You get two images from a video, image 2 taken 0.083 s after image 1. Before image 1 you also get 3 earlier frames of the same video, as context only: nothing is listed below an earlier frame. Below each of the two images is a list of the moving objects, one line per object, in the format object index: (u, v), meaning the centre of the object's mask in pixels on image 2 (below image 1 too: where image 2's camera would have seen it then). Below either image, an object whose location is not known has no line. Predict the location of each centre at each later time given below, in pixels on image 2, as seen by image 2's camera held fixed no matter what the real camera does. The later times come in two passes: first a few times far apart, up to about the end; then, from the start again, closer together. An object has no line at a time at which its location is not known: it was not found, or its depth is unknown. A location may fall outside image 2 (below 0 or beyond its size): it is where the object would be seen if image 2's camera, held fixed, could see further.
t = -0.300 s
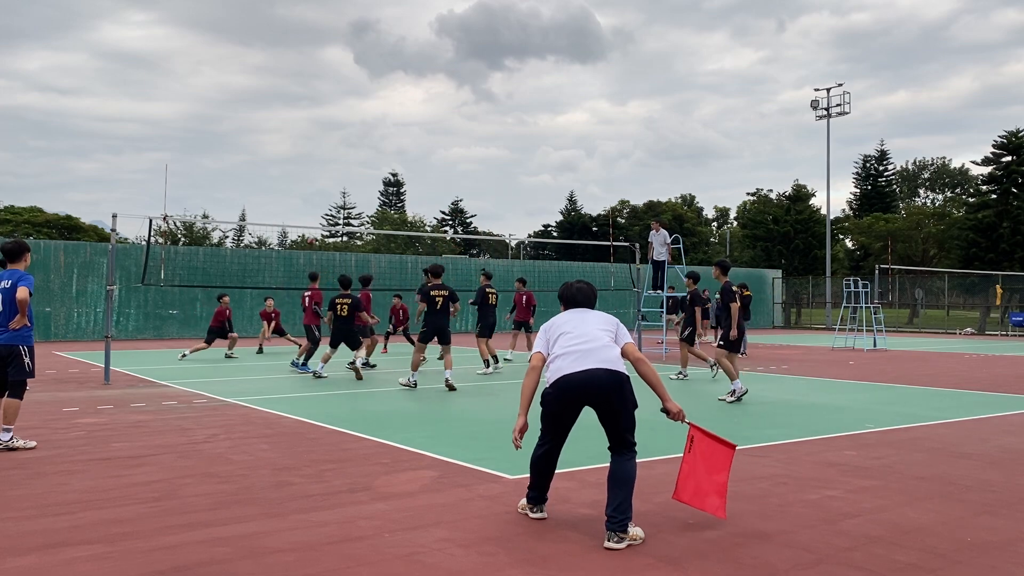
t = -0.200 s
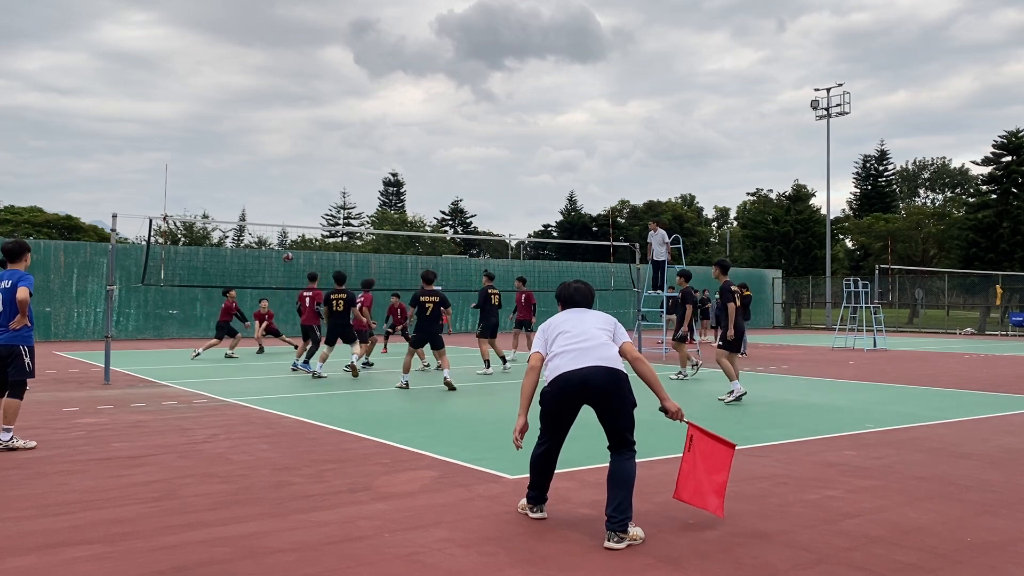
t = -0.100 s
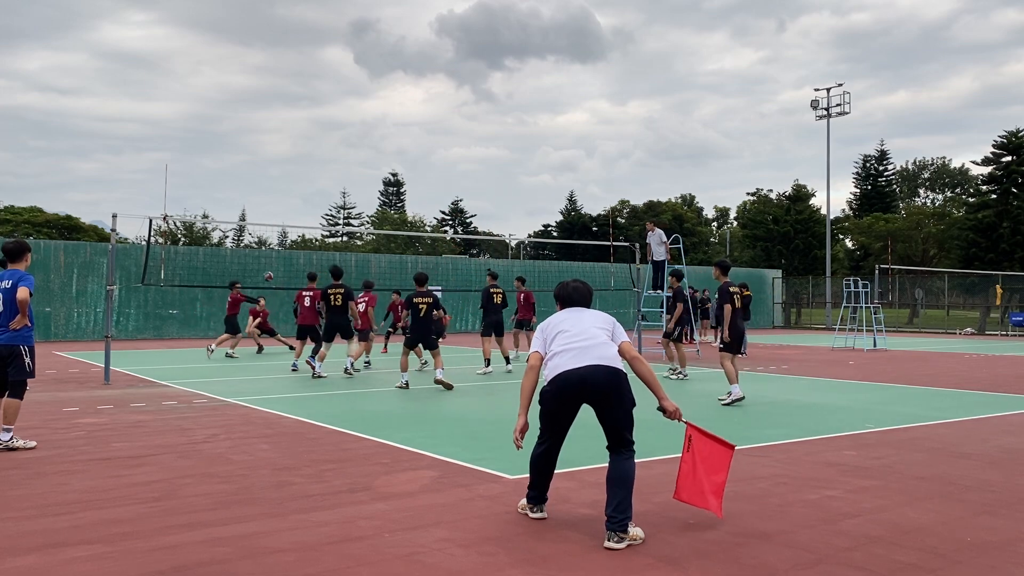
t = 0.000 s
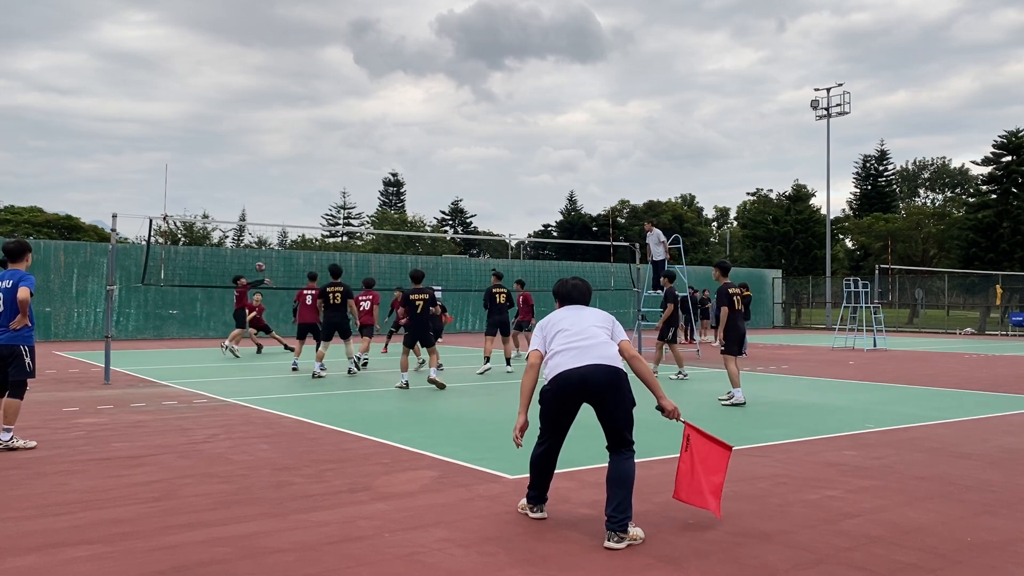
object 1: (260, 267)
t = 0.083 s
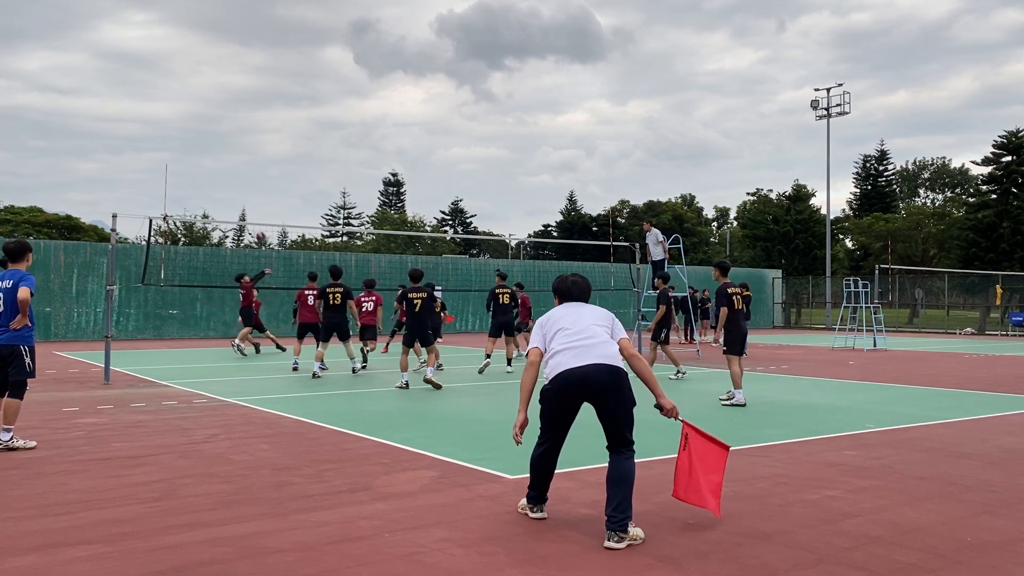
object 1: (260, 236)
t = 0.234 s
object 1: (263, 189)
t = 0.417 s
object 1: (266, 143)
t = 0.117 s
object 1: (261, 225)
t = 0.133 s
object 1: (261, 219)
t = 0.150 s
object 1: (262, 214)
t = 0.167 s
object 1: (262, 209)
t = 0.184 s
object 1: (262, 203)
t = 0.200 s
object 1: (263, 198)
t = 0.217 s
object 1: (263, 194)
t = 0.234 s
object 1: (263, 189)
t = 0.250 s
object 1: (264, 184)
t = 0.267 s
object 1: (264, 179)
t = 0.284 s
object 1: (264, 175)
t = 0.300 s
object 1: (264, 171)
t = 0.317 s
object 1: (265, 166)
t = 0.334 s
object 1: (265, 162)
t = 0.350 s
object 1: (265, 158)
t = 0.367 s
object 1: (266, 154)
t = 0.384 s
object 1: (266, 150)
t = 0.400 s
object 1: (266, 147)
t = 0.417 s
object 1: (266, 143)
